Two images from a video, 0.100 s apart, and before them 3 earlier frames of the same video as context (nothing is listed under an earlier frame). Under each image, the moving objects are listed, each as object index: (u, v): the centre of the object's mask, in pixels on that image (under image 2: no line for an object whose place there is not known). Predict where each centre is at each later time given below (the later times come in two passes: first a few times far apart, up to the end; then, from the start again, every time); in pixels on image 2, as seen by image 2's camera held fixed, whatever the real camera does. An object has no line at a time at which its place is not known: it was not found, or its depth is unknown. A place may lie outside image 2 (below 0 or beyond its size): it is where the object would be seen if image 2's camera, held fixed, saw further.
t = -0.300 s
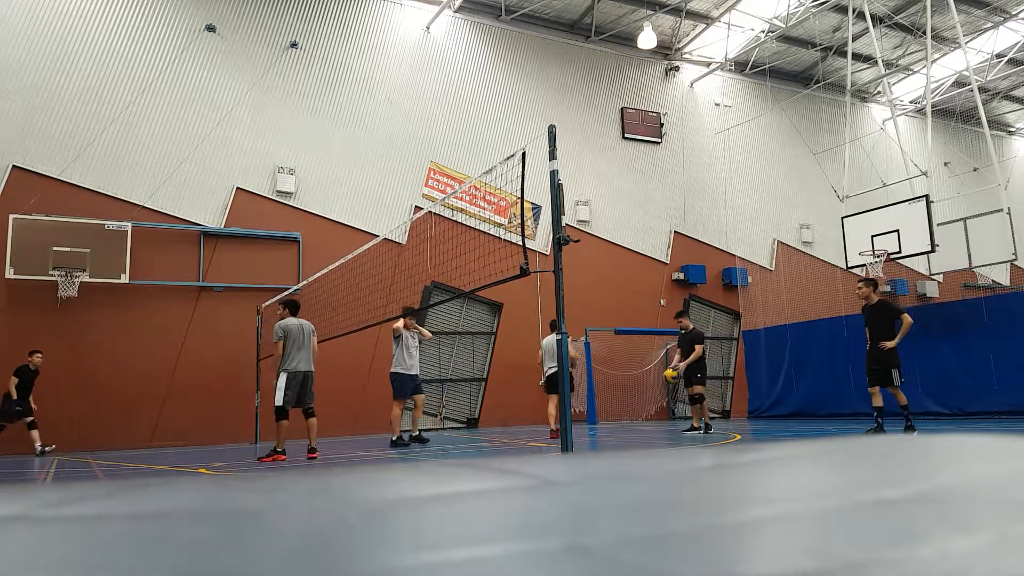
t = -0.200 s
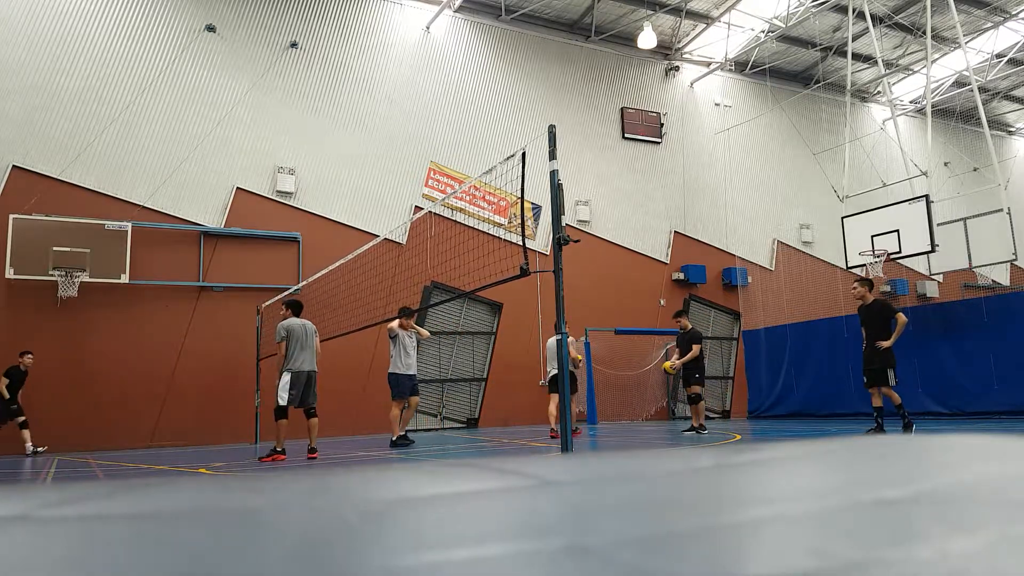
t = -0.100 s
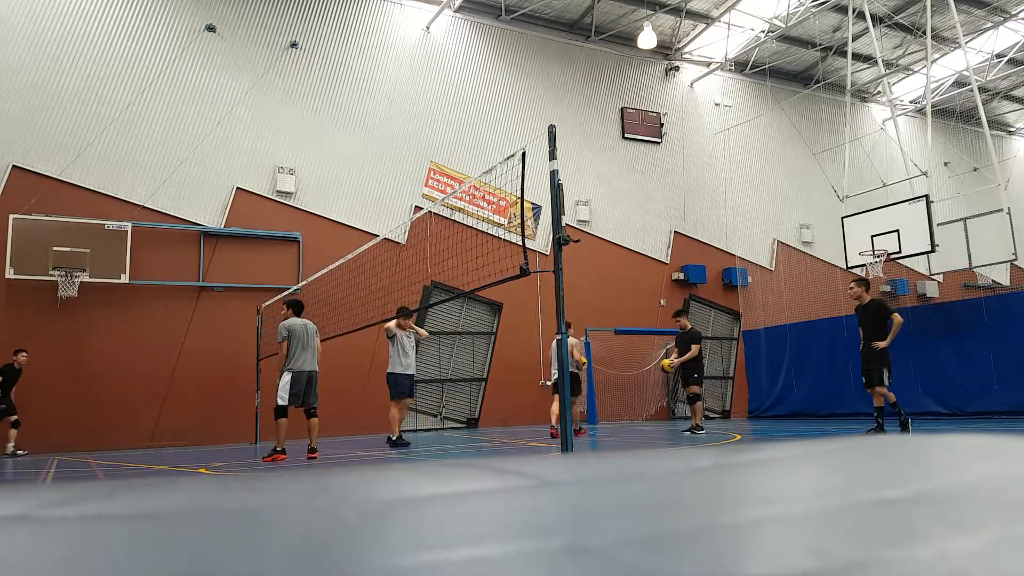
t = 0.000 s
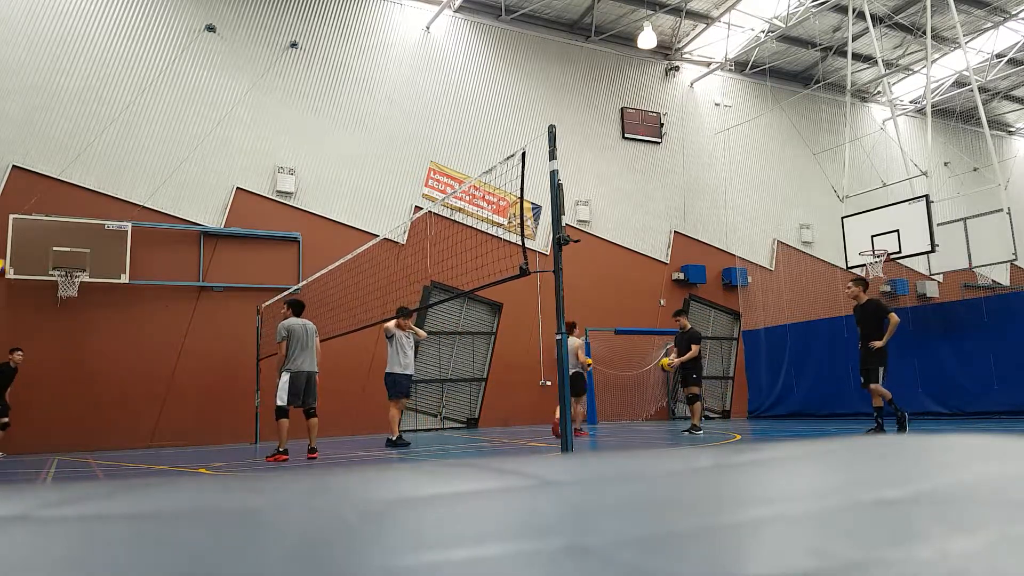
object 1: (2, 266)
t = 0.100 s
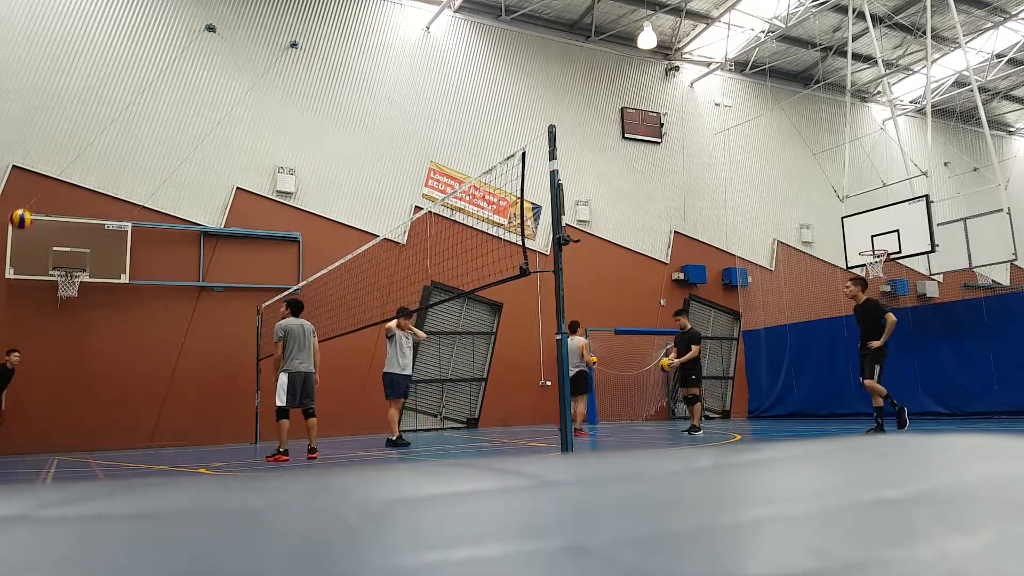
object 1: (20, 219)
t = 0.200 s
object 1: (41, 180)
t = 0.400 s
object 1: (80, 134)
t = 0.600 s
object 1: (116, 123)
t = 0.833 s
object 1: (153, 151)
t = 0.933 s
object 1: (168, 176)
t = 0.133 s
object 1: (28, 205)
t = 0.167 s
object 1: (34, 192)
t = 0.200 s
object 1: (41, 180)
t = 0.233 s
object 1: (48, 170)
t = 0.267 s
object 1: (55, 162)
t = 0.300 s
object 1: (62, 153)
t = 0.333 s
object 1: (68, 146)
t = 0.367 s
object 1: (74, 139)
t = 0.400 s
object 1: (80, 134)
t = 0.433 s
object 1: (87, 130)
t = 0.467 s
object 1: (93, 127)
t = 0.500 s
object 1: (99, 125)
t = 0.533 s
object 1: (104, 123)
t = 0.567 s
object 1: (110, 123)
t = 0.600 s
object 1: (116, 123)
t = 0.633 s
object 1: (121, 125)
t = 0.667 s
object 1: (127, 127)
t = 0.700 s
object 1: (132, 130)
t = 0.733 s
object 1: (138, 134)
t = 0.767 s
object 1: (143, 139)
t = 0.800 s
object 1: (149, 145)
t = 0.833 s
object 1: (153, 151)
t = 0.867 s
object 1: (159, 158)
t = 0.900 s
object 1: (164, 167)
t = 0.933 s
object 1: (168, 176)
